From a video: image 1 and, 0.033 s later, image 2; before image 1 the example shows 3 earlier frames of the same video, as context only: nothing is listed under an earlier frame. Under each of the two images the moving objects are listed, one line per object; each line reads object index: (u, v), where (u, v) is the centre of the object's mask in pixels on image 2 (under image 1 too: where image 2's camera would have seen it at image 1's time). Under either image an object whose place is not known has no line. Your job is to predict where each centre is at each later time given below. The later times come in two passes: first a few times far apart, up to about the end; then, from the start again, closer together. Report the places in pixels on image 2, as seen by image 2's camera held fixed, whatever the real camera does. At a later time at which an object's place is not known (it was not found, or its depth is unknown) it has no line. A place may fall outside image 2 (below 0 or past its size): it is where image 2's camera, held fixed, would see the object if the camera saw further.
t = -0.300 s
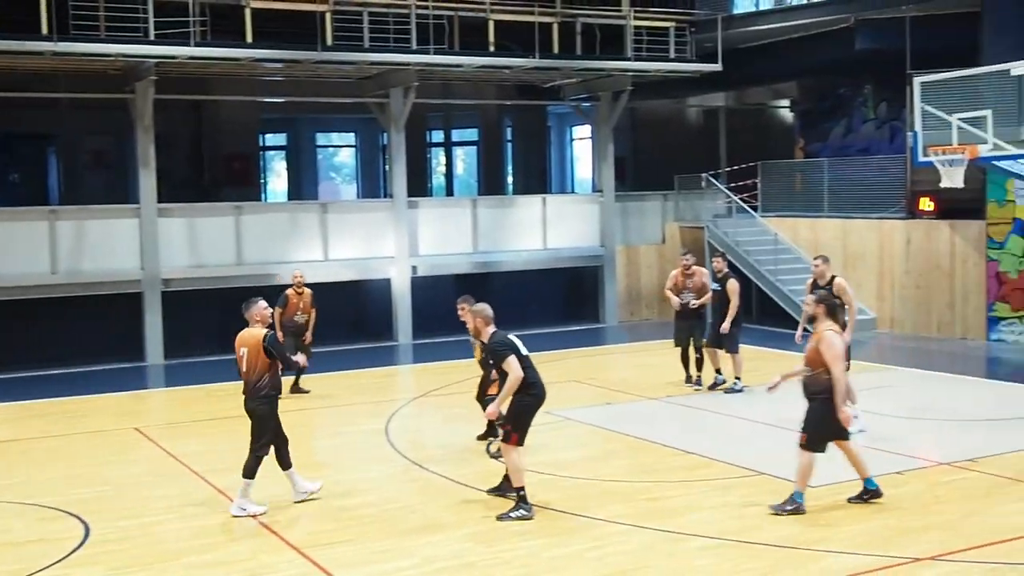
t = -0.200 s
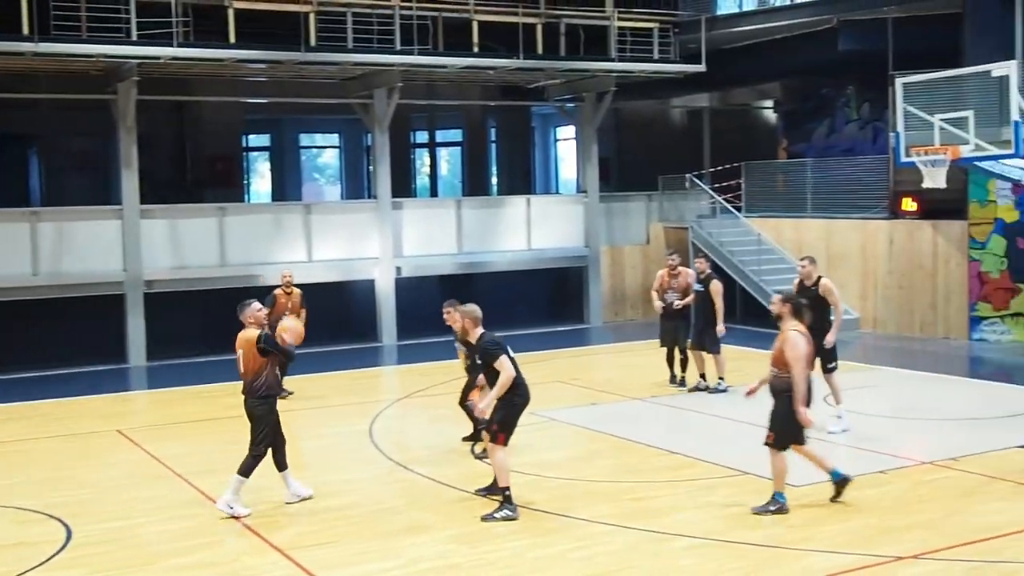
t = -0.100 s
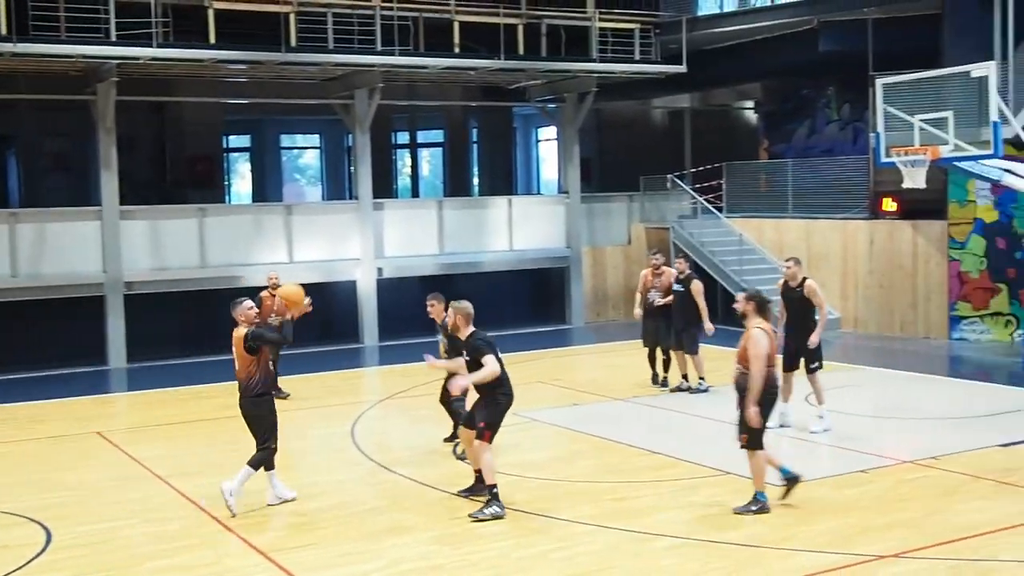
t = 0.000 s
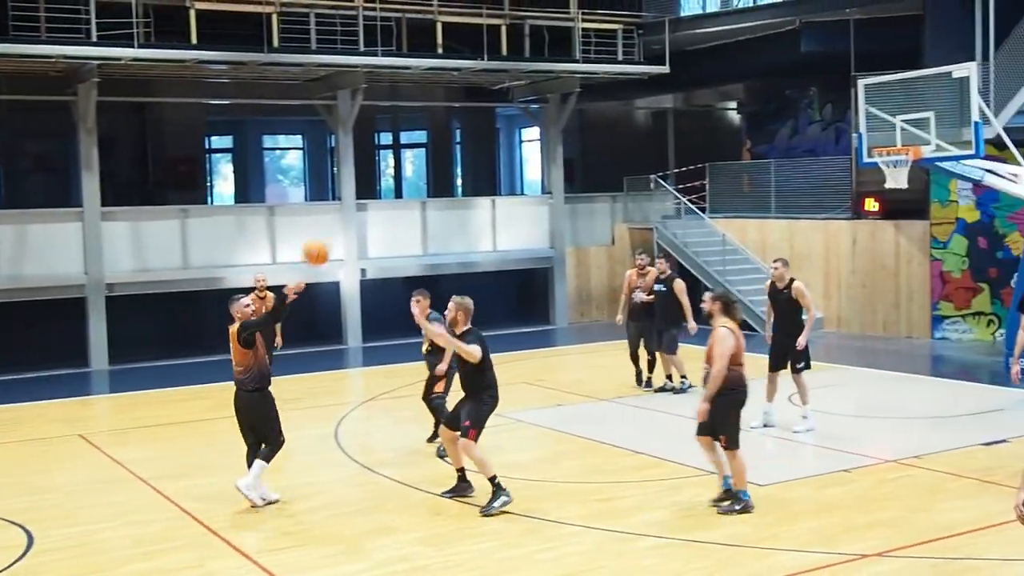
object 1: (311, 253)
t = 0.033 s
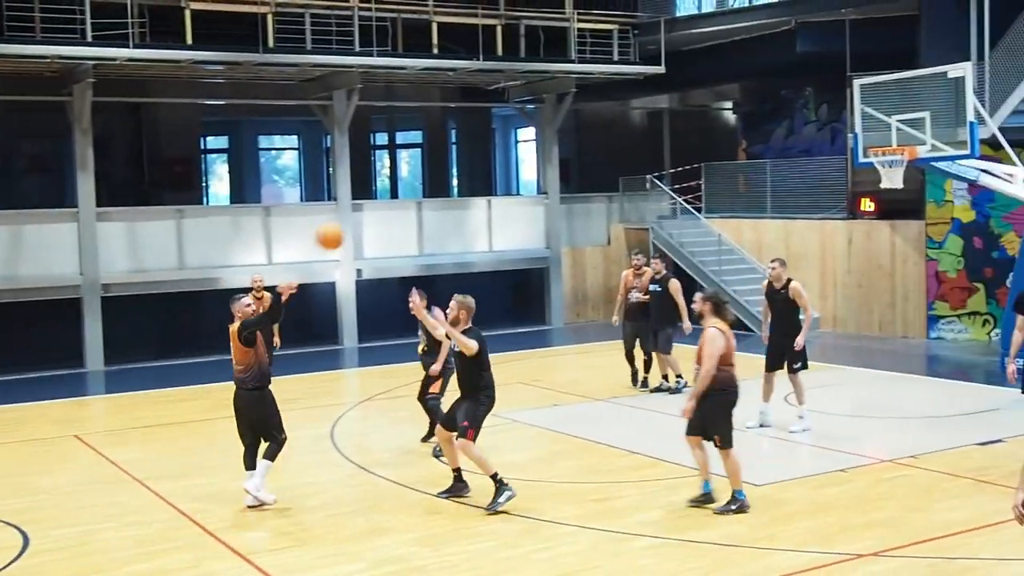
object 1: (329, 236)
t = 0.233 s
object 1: (445, 166)
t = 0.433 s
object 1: (584, 137)
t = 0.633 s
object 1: (752, 165)
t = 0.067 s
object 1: (348, 221)
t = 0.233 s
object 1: (445, 166)
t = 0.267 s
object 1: (468, 157)
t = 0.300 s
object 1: (489, 151)
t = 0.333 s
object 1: (508, 145)
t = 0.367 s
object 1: (538, 140)
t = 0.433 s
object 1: (584, 137)
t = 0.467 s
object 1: (610, 138)
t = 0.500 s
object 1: (636, 140)
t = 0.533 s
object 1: (664, 143)
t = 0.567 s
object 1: (693, 148)
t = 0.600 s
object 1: (721, 156)
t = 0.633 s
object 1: (752, 165)
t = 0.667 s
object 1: (783, 176)
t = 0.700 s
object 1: (816, 188)
